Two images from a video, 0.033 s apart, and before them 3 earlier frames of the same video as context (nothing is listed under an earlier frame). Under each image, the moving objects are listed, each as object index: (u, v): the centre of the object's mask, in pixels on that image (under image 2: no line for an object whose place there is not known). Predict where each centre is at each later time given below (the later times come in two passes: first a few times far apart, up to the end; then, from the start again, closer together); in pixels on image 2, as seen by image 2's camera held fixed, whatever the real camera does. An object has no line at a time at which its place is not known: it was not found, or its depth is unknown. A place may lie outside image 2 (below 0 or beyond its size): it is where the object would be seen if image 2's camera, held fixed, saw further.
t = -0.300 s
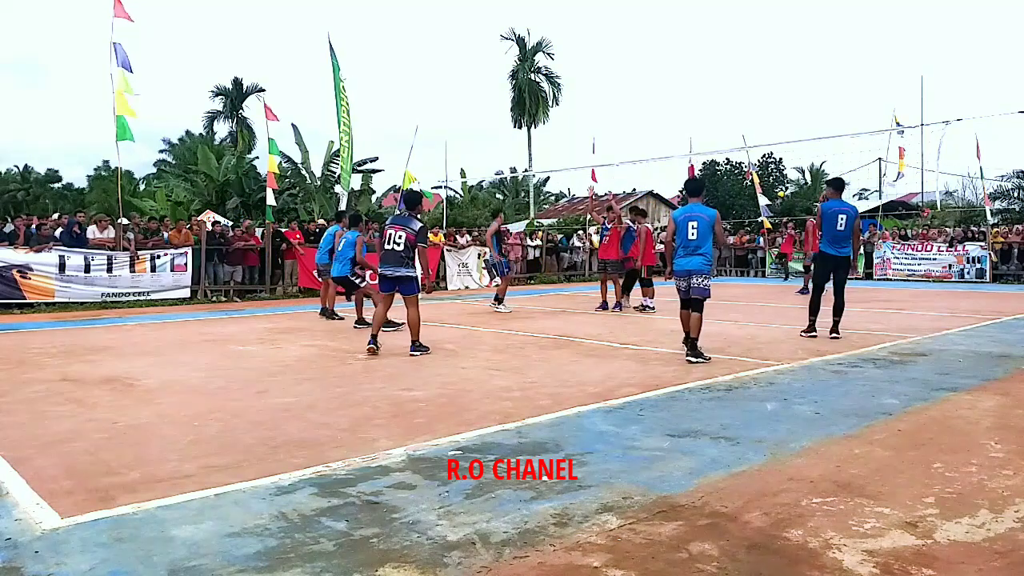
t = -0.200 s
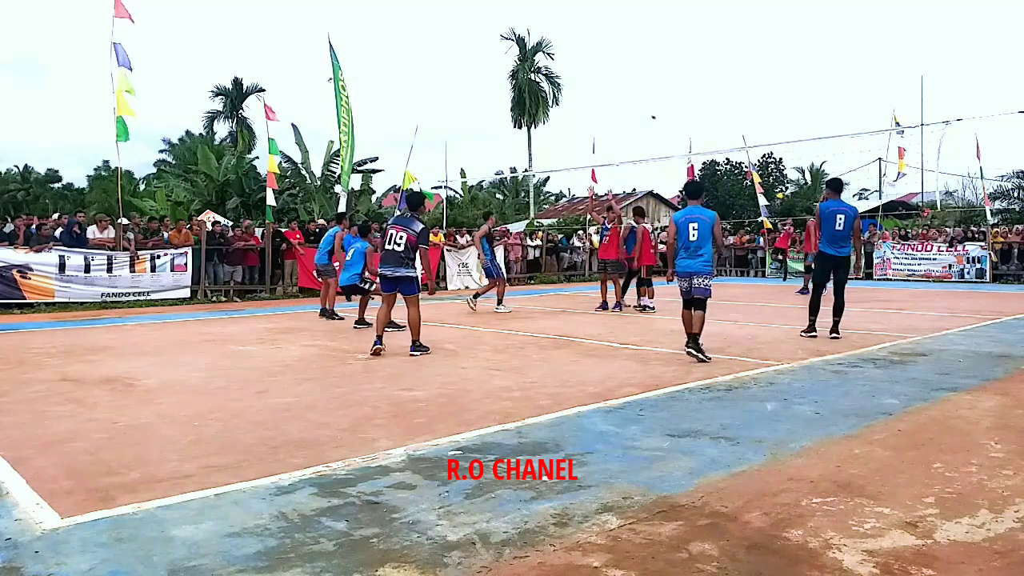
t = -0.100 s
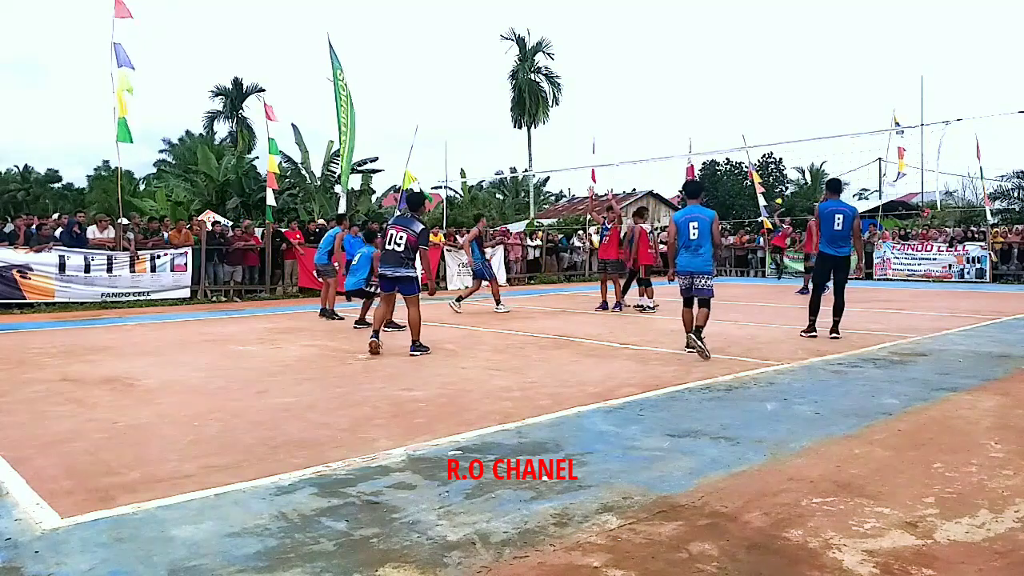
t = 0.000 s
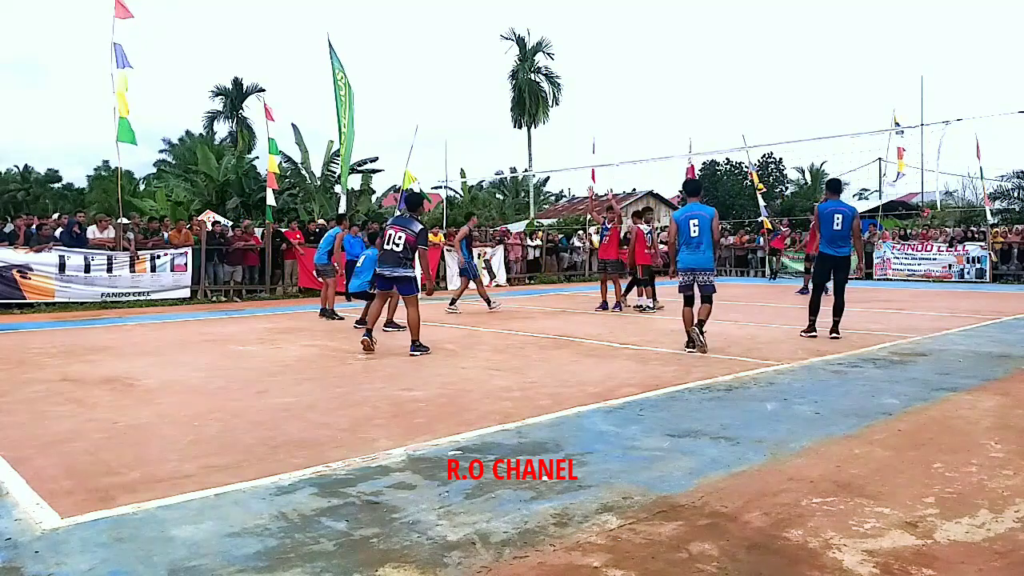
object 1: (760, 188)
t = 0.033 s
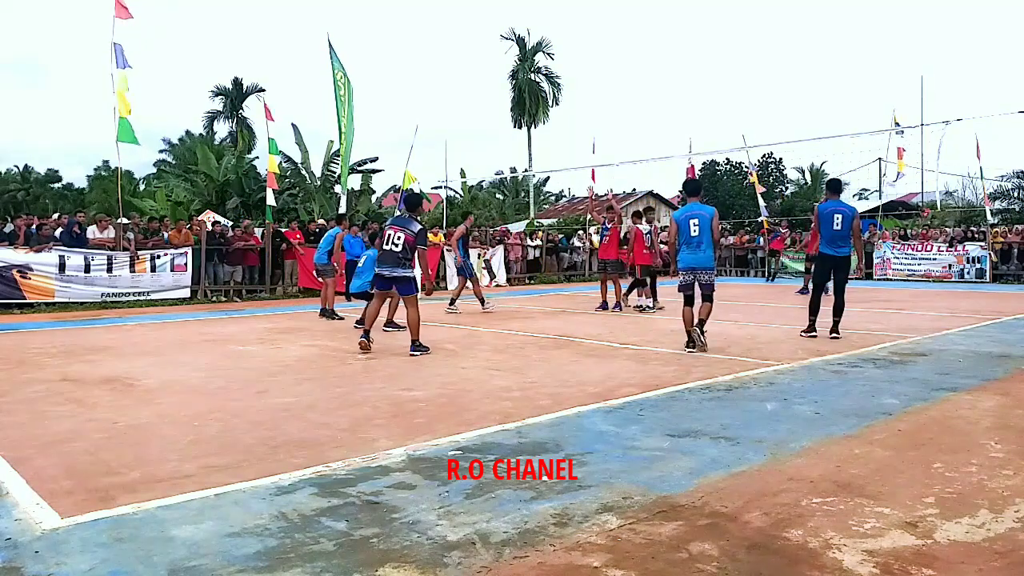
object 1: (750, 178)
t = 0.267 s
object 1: (688, 140)
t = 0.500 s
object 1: (609, 117)
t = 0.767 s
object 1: (500, 126)
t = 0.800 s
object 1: (485, 130)
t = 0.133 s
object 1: (726, 161)
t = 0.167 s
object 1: (717, 157)
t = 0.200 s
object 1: (708, 148)
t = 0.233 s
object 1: (698, 145)
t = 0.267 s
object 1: (688, 140)
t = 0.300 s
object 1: (678, 135)
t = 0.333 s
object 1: (667, 130)
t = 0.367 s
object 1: (656, 128)
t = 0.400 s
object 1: (645, 124)
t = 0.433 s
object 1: (633, 121)
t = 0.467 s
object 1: (621, 119)
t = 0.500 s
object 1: (609, 117)
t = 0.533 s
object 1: (597, 116)
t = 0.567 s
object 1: (584, 116)
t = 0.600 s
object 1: (571, 116)
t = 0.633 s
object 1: (558, 117)
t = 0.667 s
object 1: (544, 118)
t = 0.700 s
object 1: (530, 119)
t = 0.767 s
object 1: (500, 126)
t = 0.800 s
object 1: (485, 130)
